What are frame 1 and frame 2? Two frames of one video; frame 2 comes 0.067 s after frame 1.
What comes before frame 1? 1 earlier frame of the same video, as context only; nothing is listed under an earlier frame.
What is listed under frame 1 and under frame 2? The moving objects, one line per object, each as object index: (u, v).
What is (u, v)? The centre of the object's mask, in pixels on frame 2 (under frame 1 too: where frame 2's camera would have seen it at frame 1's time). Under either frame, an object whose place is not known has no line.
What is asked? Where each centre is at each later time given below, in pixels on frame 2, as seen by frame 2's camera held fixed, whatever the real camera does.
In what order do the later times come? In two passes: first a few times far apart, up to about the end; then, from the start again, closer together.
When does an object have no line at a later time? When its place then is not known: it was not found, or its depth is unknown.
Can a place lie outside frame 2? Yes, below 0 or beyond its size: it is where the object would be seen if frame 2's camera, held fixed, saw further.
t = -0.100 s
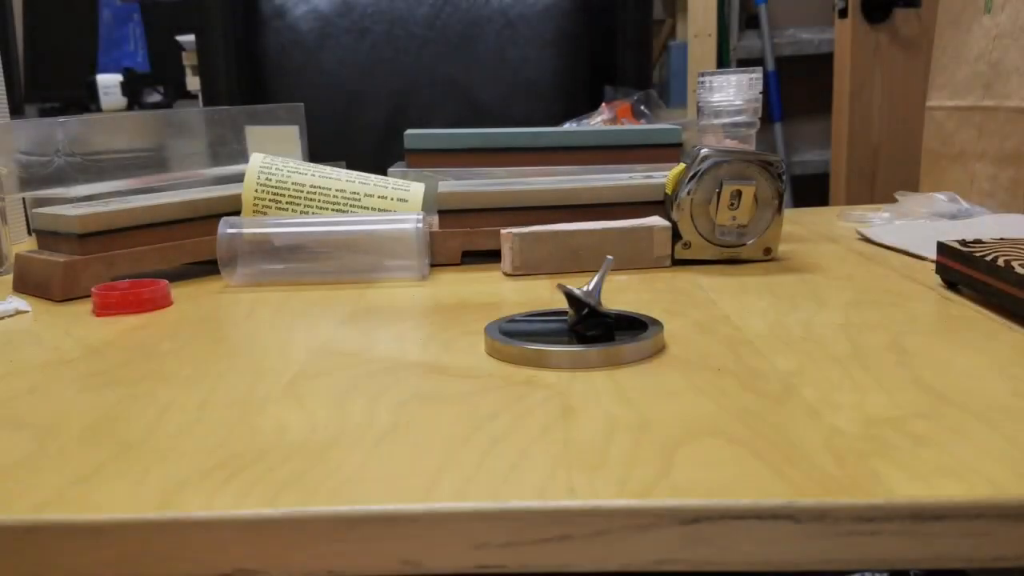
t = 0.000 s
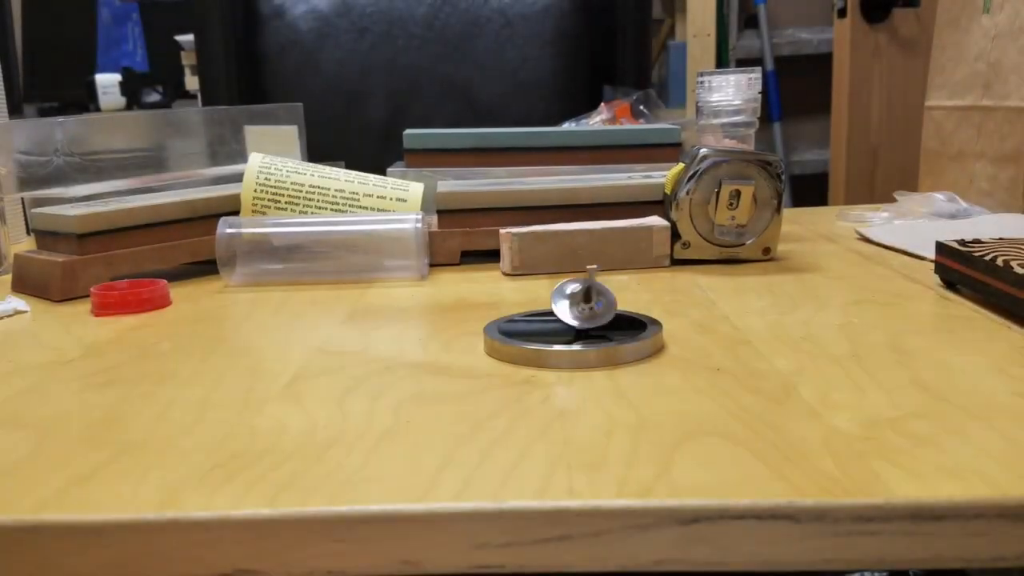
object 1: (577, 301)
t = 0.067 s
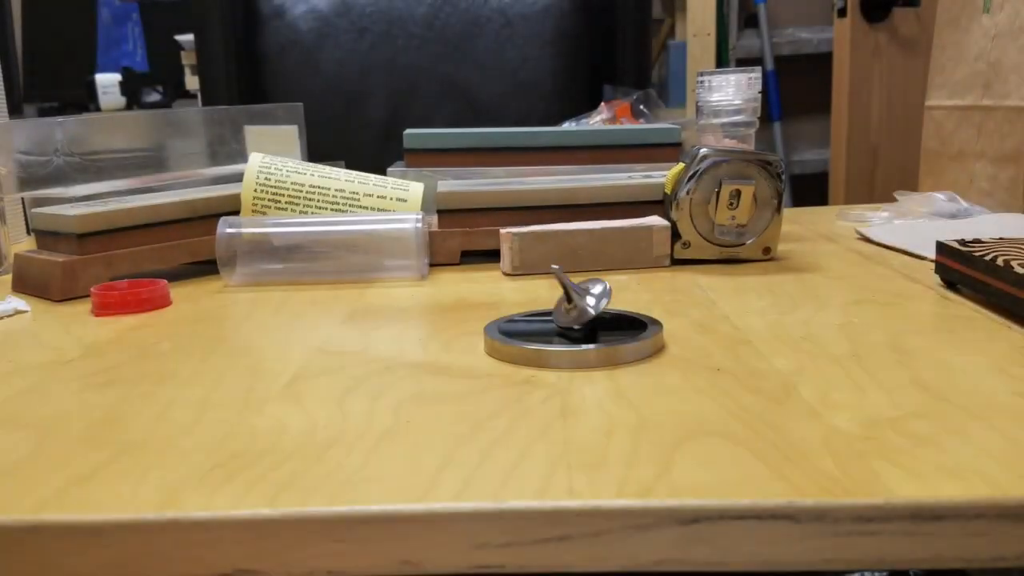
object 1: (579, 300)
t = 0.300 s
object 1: (587, 300)
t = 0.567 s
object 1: (583, 299)
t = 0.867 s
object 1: (580, 300)
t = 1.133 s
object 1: (583, 302)
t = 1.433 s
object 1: (579, 302)
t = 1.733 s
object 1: (584, 297)
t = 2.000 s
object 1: (628, 290)
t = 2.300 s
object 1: (673, 289)
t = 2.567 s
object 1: (677, 289)
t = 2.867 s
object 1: (691, 289)
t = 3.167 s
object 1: (700, 292)
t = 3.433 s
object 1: (698, 294)
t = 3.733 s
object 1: (700, 292)
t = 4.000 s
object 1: (697, 290)
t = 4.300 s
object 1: (691, 289)
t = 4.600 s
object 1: (694, 290)
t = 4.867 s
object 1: (697, 290)
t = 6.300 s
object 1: (699, 291)
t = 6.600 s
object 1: (699, 291)
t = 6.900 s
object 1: (699, 291)
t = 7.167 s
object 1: (699, 291)
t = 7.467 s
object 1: (699, 291)
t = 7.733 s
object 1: (699, 291)
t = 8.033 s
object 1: (699, 291)
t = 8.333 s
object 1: (698, 291)
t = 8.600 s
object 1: (699, 290)
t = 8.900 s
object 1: (700, 291)
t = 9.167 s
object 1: (699, 291)
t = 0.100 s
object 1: (577, 297)
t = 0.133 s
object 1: (578, 299)
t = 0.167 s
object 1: (581, 299)
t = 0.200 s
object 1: (583, 298)
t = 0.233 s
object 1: (585, 298)
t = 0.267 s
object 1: (587, 299)
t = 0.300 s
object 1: (587, 300)
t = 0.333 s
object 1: (585, 301)
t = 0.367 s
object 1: (583, 303)
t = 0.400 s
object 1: (581, 302)
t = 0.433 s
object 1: (578, 300)
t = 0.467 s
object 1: (577, 299)
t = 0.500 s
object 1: (579, 299)
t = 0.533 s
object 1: (581, 299)
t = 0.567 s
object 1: (583, 299)
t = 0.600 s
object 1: (584, 298)
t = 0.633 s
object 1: (587, 299)
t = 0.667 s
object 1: (586, 300)
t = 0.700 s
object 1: (584, 302)
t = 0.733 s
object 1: (583, 302)
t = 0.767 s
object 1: (582, 302)
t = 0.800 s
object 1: (579, 299)
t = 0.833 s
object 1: (579, 299)
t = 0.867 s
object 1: (580, 300)
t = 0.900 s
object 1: (581, 300)
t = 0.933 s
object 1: (582, 300)
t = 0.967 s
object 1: (581, 296)
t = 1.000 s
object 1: (583, 298)
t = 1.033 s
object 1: (584, 300)
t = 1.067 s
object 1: (584, 300)
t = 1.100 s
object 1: (583, 302)
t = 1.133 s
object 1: (583, 302)
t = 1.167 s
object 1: (584, 302)
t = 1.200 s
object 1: (583, 301)
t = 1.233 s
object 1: (582, 299)
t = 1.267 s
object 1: (582, 299)
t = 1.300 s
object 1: (582, 302)
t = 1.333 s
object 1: (582, 301)
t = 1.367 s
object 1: (582, 302)
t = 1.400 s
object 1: (581, 301)
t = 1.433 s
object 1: (579, 302)
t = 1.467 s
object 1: (577, 304)
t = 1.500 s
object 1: (576, 300)
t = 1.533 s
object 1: (576, 300)
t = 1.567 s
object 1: (575, 299)
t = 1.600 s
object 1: (576, 299)
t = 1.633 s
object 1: (577, 297)
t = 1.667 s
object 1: (578, 298)
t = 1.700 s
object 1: (580, 298)
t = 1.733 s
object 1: (584, 297)
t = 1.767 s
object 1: (588, 297)
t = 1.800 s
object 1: (593, 296)
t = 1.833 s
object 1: (598, 295)
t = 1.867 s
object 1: (604, 295)
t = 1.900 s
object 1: (610, 294)
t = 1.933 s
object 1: (616, 293)
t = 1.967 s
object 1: (622, 292)
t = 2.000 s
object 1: (628, 290)
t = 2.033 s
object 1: (635, 290)
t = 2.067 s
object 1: (644, 289)
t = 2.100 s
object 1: (657, 295)
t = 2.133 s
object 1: (666, 295)
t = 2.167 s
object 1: (670, 294)
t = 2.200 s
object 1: (673, 293)
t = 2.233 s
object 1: (673, 291)
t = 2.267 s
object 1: (673, 290)
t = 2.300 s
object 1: (673, 289)
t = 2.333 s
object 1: (673, 289)
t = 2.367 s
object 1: (673, 289)
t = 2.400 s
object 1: (674, 289)
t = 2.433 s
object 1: (674, 289)
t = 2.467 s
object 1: (675, 289)
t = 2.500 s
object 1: (675, 289)
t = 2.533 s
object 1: (676, 289)
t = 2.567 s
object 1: (677, 289)
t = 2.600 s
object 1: (678, 289)
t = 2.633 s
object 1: (679, 289)
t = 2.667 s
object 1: (681, 289)
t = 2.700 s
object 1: (683, 289)
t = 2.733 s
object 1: (684, 289)
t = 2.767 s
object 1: (686, 289)
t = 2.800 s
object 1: (687, 289)
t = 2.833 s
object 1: (689, 289)
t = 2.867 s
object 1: (691, 289)
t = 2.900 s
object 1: (692, 289)
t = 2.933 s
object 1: (694, 290)
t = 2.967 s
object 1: (695, 290)
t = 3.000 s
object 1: (696, 290)
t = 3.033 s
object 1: (698, 290)
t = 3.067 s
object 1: (698, 291)
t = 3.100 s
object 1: (699, 291)
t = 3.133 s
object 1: (699, 291)
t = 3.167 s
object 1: (700, 292)
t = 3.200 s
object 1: (700, 292)
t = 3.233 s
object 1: (700, 293)
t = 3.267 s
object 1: (699, 293)
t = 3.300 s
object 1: (699, 293)
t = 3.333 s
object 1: (699, 294)
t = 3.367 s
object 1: (699, 294)
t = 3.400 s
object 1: (698, 294)
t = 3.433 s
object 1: (698, 294)
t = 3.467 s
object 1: (698, 294)
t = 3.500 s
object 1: (698, 294)
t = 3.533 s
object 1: (699, 294)
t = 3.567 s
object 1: (699, 294)
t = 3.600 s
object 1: (699, 293)
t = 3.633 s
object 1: (699, 293)
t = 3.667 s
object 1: (699, 293)
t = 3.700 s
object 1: (700, 292)
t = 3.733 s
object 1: (700, 292)
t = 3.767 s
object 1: (700, 292)
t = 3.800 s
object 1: (700, 291)
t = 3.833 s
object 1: (700, 291)
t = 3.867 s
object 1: (699, 291)
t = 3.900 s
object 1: (699, 291)
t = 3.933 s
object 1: (698, 290)
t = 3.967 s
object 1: (698, 290)
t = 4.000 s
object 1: (697, 290)
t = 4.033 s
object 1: (696, 290)
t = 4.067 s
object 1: (696, 290)
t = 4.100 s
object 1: (695, 290)
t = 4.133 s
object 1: (694, 290)
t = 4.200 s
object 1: (692, 289)
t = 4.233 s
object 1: (692, 289)
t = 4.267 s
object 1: (692, 289)
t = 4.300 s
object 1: (691, 289)
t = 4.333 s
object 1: (691, 289)
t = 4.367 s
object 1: (691, 289)
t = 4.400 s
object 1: (691, 289)
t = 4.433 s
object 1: (692, 289)
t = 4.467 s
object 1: (692, 289)
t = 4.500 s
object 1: (692, 289)
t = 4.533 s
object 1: (693, 290)
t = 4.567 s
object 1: (693, 290)
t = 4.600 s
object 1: (694, 290)
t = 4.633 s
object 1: (694, 290)
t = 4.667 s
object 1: (695, 290)
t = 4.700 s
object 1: (695, 290)
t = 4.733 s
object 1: (696, 290)
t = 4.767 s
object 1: (696, 290)
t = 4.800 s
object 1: (697, 290)
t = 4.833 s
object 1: (697, 290)
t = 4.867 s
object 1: (697, 290)
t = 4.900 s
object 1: (697, 290)
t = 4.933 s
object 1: (698, 290)
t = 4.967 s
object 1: (699, 291)
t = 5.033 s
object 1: (699, 291)
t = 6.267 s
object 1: (698, 291)
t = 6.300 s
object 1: (699, 291)
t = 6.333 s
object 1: (699, 291)
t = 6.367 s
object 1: (698, 291)
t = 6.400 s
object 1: (699, 291)
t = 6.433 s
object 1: (699, 291)
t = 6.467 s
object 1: (699, 291)
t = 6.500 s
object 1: (699, 291)
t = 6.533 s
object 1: (699, 291)
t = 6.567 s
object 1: (699, 291)
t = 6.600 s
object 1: (699, 291)
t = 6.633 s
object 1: (699, 291)
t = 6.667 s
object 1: (699, 291)
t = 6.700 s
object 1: (699, 291)
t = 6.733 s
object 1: (699, 291)
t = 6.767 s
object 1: (699, 291)
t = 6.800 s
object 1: (699, 291)
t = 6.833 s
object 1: (699, 291)
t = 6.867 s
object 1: (699, 291)
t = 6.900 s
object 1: (699, 291)
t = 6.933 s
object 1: (699, 291)
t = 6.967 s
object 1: (699, 291)
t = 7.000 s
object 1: (699, 291)
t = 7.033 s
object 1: (699, 291)
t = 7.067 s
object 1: (699, 291)
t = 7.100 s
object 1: (699, 291)
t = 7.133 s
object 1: (699, 291)
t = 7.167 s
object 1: (699, 291)
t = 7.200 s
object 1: (699, 291)
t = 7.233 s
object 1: (699, 291)
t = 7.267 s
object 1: (699, 291)
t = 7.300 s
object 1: (699, 291)
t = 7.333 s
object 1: (699, 291)
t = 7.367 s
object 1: (699, 291)
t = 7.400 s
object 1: (699, 291)
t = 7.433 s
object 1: (699, 291)
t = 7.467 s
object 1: (699, 291)
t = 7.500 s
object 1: (699, 291)
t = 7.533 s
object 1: (699, 291)
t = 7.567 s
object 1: (699, 291)
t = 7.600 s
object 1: (699, 291)
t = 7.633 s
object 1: (699, 291)
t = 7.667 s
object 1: (699, 291)
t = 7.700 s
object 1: (699, 291)
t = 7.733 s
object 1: (699, 291)
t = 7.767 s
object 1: (699, 291)
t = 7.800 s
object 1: (699, 291)
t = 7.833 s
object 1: (699, 291)
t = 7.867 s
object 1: (699, 291)
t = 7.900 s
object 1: (699, 291)
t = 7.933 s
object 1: (699, 291)
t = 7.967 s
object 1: (699, 291)
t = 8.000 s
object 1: (699, 291)
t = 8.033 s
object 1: (699, 291)
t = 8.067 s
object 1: (699, 291)
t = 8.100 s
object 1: (699, 291)
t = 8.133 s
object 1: (699, 290)
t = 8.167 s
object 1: (699, 290)
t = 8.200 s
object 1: (699, 291)
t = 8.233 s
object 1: (699, 291)
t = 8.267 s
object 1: (698, 291)
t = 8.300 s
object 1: (698, 290)
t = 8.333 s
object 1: (698, 291)
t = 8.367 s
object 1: (698, 290)
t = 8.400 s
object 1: (699, 291)
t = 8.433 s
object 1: (698, 291)
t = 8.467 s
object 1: (698, 291)
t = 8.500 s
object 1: (698, 291)
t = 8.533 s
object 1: (698, 291)
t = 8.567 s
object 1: (698, 291)
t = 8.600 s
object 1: (699, 290)
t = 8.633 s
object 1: (699, 291)
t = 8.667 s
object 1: (699, 291)
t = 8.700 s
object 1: (699, 291)
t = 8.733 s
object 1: (699, 291)
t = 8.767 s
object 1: (699, 291)
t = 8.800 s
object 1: (699, 291)
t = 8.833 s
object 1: (700, 291)
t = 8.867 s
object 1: (699, 292)
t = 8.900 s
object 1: (700, 291)
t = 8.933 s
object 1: (699, 291)
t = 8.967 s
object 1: (699, 291)
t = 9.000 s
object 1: (700, 291)
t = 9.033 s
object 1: (700, 292)
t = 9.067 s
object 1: (699, 291)
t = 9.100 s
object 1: (699, 290)
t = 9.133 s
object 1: (700, 291)
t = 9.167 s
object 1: (699, 291)
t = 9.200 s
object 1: (699, 291)
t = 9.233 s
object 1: (700, 290)
